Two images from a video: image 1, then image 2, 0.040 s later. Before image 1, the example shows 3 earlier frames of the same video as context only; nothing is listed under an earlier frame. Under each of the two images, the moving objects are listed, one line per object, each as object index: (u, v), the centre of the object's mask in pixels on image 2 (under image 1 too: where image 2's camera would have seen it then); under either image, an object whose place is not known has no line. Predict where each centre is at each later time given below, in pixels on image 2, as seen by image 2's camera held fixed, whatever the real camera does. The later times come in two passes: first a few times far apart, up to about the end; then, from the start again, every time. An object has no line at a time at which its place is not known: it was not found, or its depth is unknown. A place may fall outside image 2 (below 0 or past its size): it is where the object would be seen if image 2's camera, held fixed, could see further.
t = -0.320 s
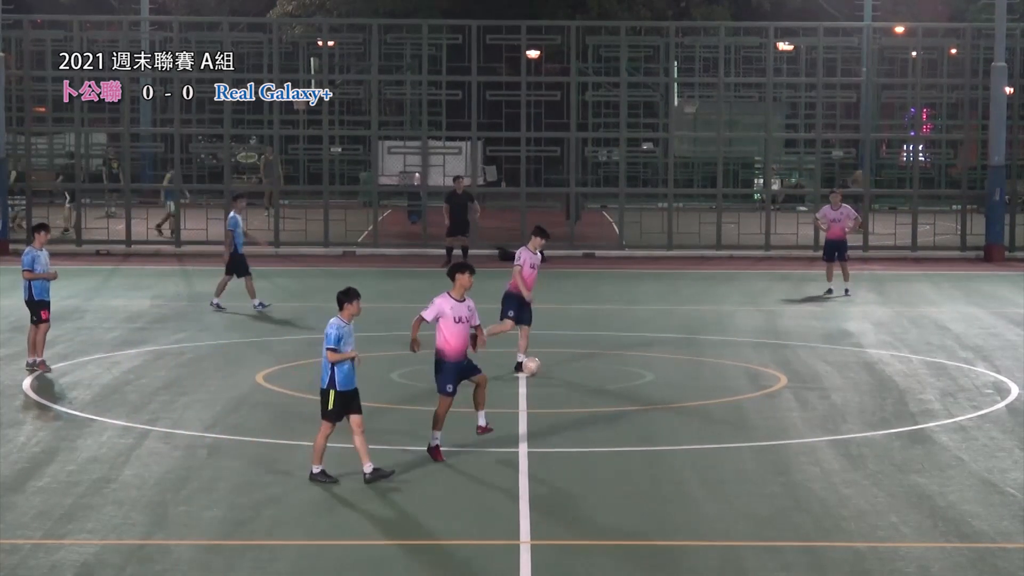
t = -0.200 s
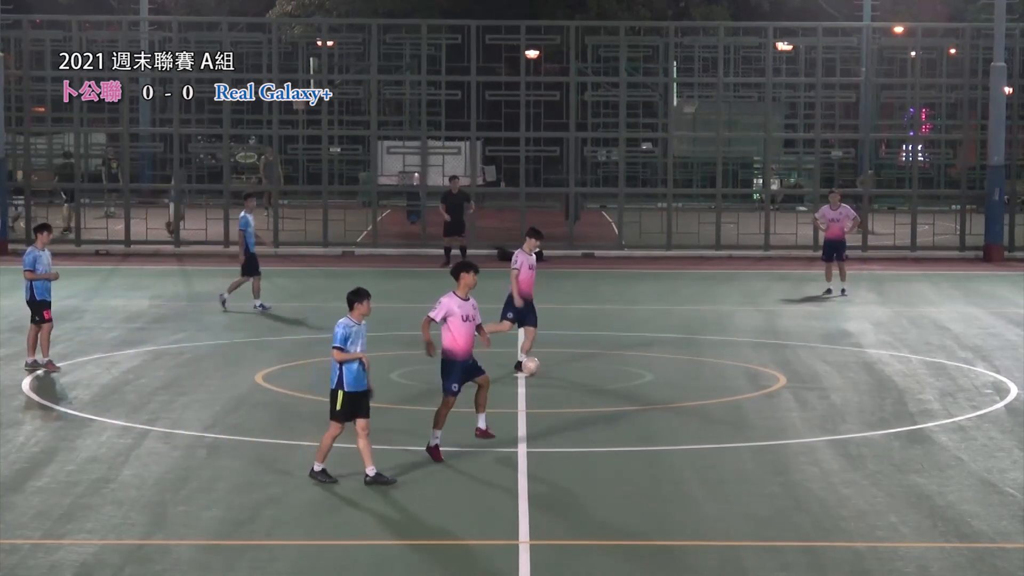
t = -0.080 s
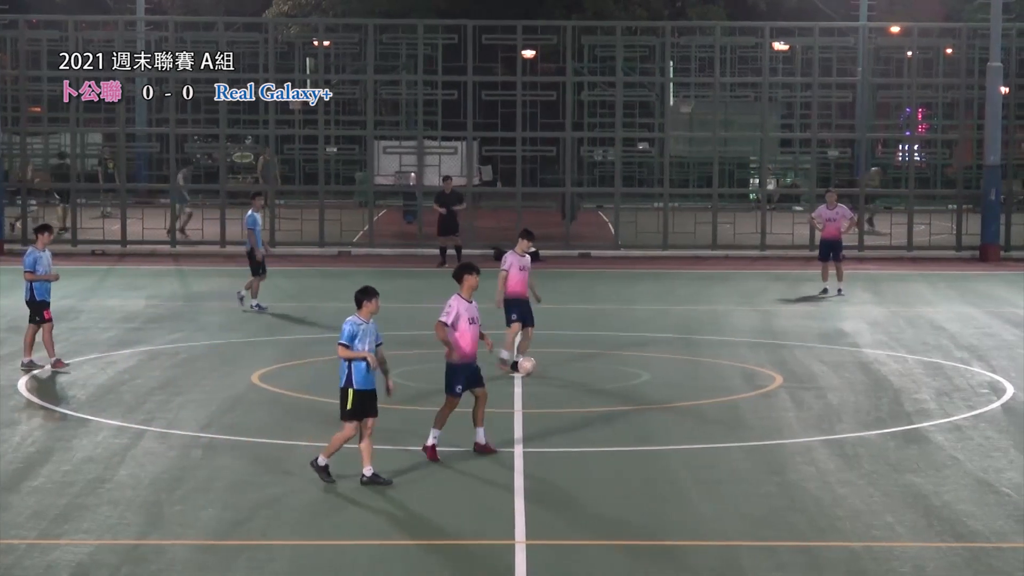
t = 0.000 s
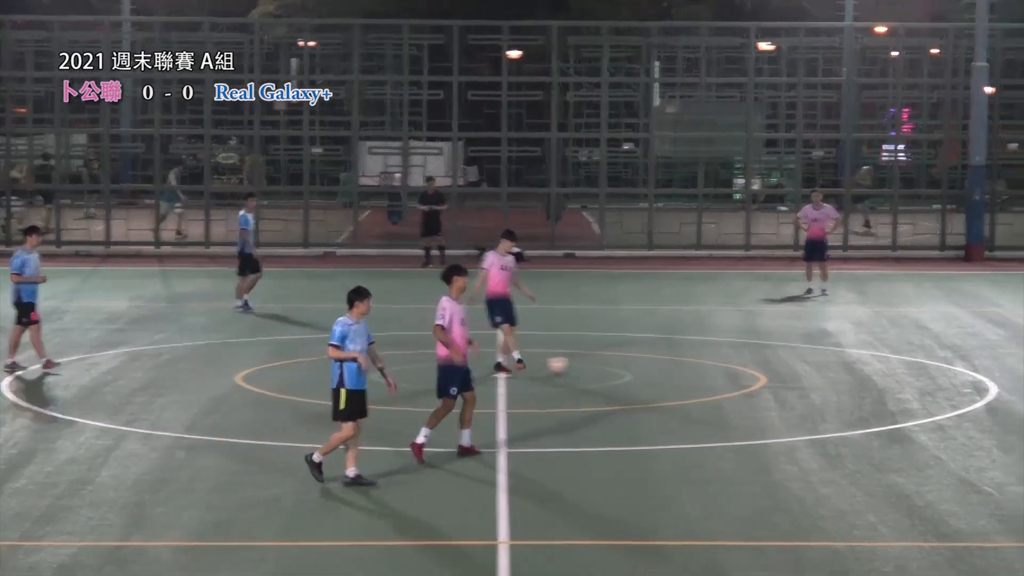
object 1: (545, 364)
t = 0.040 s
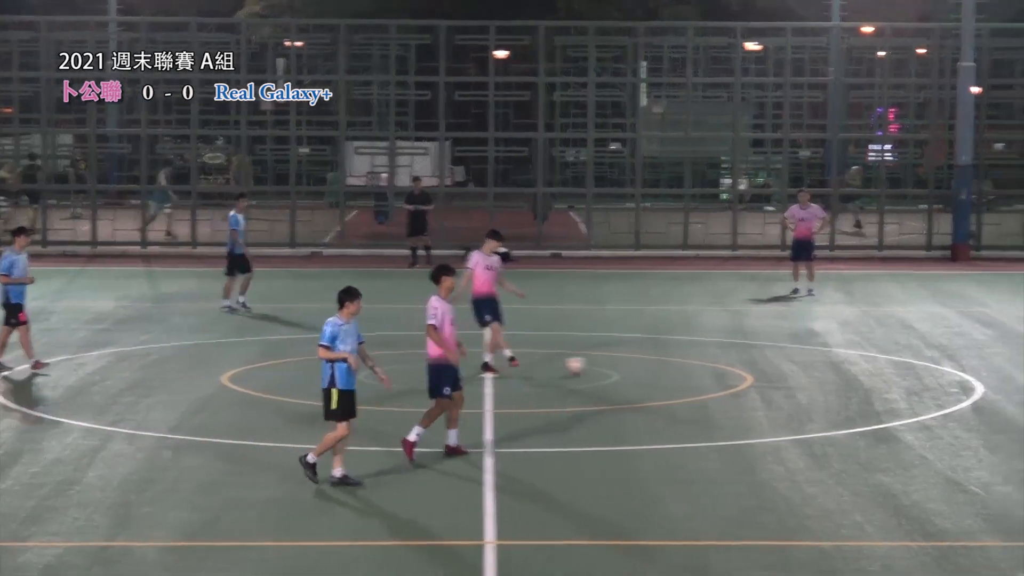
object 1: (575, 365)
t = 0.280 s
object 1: (737, 367)
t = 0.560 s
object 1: (878, 366)
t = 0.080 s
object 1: (606, 365)
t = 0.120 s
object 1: (635, 366)
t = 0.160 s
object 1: (662, 365)
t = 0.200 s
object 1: (689, 366)
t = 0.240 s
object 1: (714, 367)
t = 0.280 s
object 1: (737, 367)
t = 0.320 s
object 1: (759, 367)
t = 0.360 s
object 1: (780, 367)
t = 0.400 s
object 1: (800, 367)
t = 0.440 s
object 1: (820, 367)
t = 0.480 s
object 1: (839, 366)
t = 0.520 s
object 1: (859, 367)
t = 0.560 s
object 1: (878, 366)
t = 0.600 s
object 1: (897, 366)
